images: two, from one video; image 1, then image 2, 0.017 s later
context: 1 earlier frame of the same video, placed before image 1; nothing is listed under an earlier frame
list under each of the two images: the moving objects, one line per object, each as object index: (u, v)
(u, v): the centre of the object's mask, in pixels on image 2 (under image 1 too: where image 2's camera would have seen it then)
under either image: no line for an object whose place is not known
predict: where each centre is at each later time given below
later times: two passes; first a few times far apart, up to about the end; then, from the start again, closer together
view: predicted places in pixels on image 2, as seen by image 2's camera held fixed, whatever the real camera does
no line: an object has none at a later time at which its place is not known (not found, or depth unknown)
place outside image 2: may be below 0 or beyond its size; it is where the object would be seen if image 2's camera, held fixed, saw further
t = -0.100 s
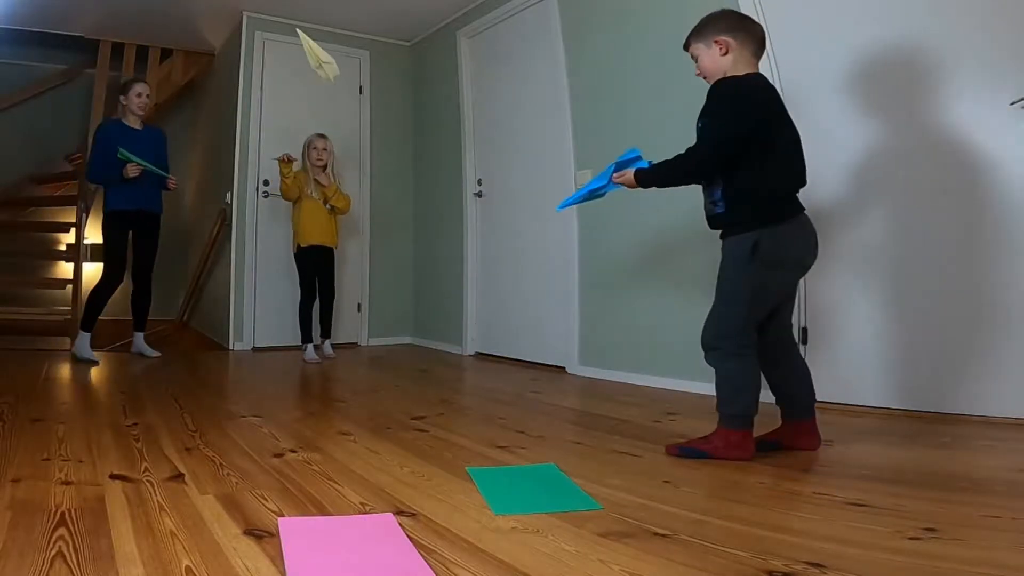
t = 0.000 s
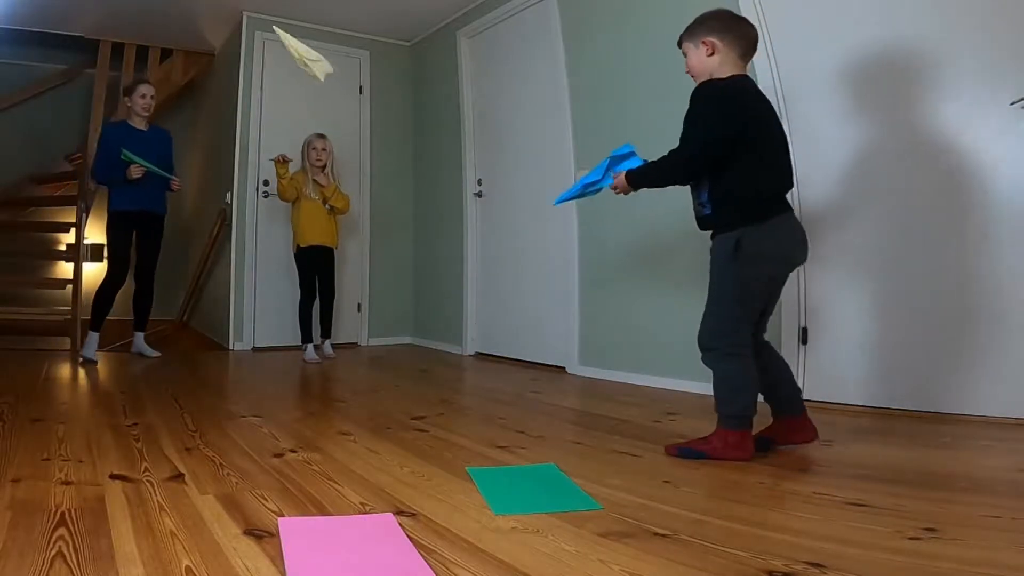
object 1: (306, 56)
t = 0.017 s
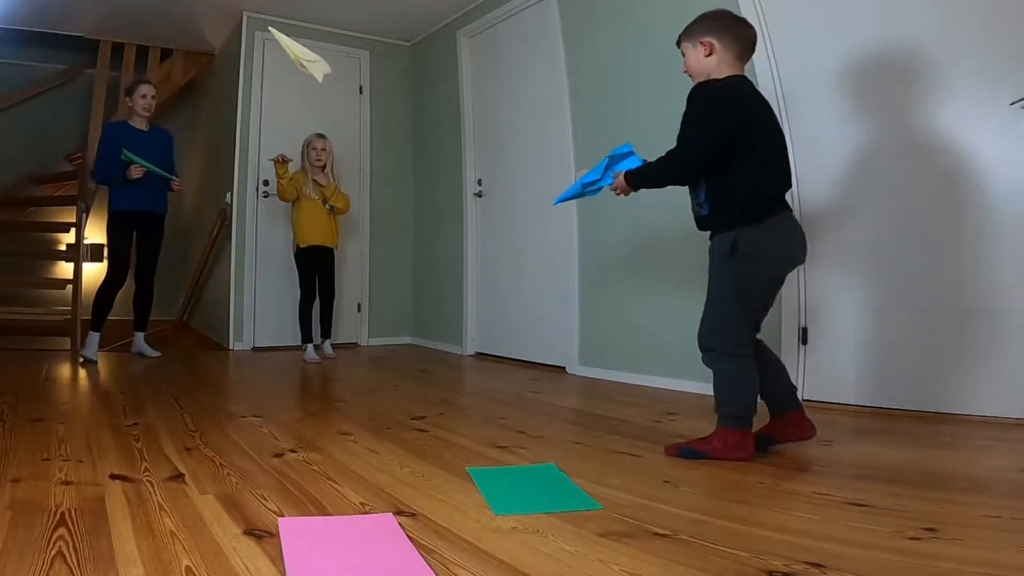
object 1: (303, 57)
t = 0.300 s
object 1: (249, 118)
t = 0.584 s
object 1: (225, 275)
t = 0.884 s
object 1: (221, 445)
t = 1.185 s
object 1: (236, 451)
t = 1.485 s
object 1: (240, 451)
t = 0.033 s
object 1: (300, 57)
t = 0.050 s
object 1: (296, 59)
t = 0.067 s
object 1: (293, 61)
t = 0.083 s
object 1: (290, 63)
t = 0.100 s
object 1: (287, 65)
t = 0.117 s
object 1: (283, 68)
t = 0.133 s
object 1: (280, 71)
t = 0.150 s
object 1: (277, 74)
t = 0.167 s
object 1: (273, 78)
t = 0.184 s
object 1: (270, 82)
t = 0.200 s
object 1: (266, 86)
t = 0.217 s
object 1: (263, 90)
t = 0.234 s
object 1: (260, 95)
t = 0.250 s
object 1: (257, 100)
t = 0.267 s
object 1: (254, 106)
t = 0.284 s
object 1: (252, 111)
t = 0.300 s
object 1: (249, 118)
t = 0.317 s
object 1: (246, 124)
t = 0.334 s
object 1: (243, 131)
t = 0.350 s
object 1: (241, 138)
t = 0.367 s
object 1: (239, 146)
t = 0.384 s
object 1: (237, 154)
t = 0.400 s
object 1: (235, 162)
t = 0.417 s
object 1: (233, 171)
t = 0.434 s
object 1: (231, 180)
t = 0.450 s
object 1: (230, 189)
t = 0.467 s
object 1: (229, 199)
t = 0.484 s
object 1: (228, 208)
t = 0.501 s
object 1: (227, 219)
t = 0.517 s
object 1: (227, 229)
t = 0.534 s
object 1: (227, 240)
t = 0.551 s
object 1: (226, 252)
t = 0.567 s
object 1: (226, 263)
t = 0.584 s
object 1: (225, 275)
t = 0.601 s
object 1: (224, 287)
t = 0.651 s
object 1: (222, 322)
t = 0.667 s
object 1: (221, 334)
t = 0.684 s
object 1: (220, 346)
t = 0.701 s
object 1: (219, 358)
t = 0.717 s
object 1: (218, 371)
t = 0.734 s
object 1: (218, 385)
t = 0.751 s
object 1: (217, 399)
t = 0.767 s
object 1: (217, 411)
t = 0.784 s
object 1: (217, 420)
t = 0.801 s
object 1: (218, 428)
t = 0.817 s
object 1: (218, 437)
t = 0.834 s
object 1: (219, 444)
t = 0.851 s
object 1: (218, 445)
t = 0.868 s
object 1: (219, 445)
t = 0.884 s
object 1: (221, 445)
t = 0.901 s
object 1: (222, 446)
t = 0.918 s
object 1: (224, 447)
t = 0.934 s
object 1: (225, 449)
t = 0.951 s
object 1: (227, 449)
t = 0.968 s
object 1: (228, 450)
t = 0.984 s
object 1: (229, 450)
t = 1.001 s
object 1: (230, 450)
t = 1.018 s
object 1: (230, 450)
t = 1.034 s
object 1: (231, 451)
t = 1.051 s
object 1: (232, 451)
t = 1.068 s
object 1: (233, 451)
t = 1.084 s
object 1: (233, 451)
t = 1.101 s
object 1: (234, 451)
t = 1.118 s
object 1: (234, 451)
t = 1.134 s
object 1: (235, 451)
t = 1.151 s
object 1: (235, 451)
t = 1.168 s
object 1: (235, 451)
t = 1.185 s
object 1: (236, 451)
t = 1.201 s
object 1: (236, 451)
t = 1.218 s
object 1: (236, 451)
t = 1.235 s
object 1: (236, 451)
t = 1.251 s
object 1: (236, 451)
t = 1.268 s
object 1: (237, 451)
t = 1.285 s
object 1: (237, 451)
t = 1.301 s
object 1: (237, 451)
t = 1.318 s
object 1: (238, 451)
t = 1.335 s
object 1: (238, 451)
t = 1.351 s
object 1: (239, 451)
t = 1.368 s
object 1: (239, 451)
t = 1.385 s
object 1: (239, 451)
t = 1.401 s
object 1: (239, 451)
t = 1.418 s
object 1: (239, 451)
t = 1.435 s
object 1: (239, 451)
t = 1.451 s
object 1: (239, 451)
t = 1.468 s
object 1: (240, 451)
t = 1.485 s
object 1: (240, 451)
